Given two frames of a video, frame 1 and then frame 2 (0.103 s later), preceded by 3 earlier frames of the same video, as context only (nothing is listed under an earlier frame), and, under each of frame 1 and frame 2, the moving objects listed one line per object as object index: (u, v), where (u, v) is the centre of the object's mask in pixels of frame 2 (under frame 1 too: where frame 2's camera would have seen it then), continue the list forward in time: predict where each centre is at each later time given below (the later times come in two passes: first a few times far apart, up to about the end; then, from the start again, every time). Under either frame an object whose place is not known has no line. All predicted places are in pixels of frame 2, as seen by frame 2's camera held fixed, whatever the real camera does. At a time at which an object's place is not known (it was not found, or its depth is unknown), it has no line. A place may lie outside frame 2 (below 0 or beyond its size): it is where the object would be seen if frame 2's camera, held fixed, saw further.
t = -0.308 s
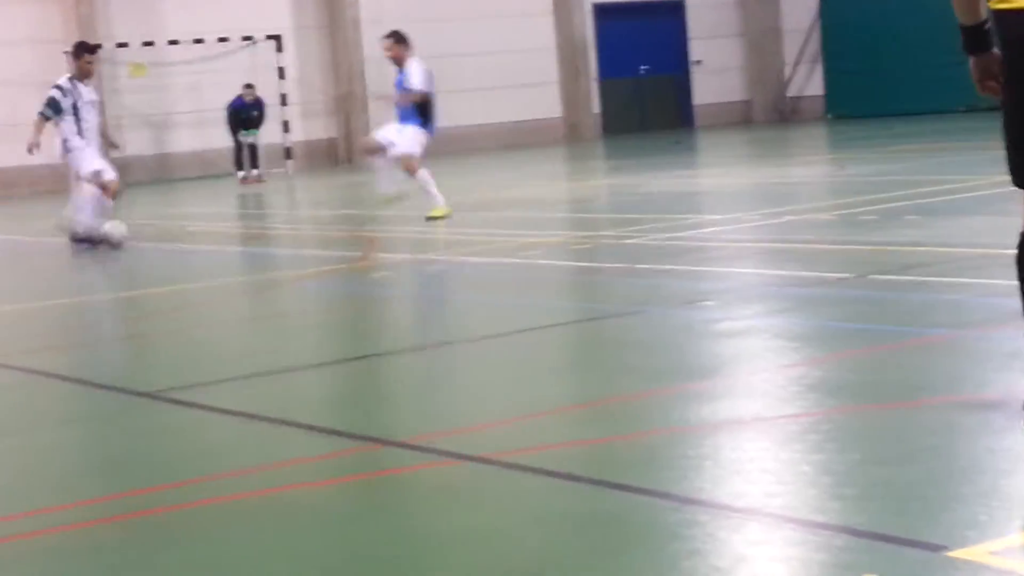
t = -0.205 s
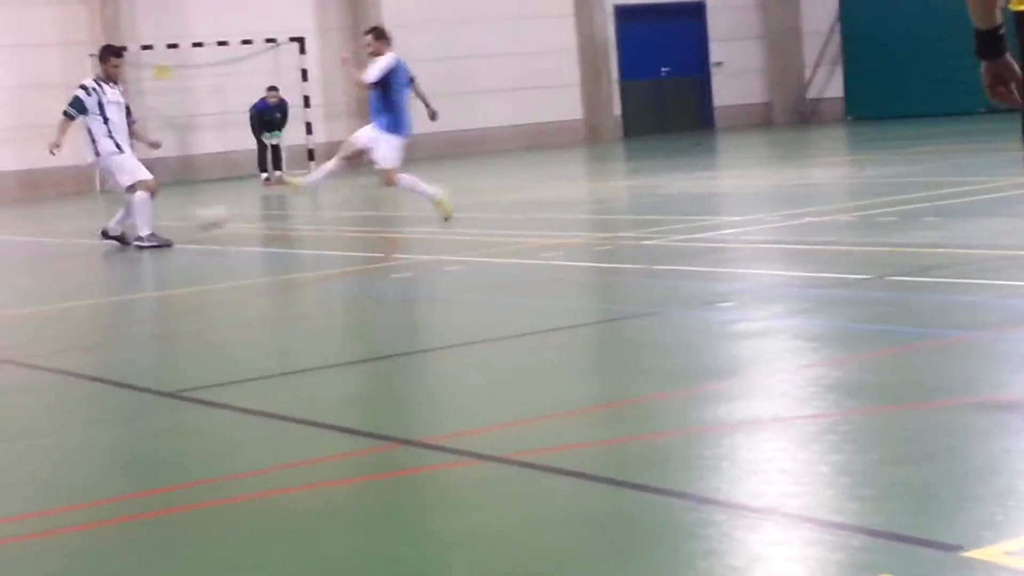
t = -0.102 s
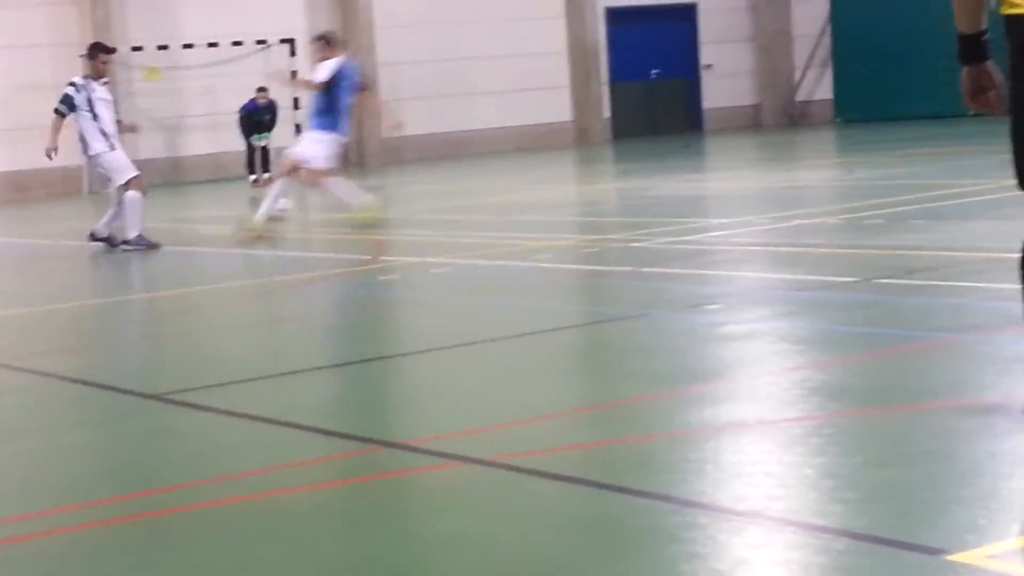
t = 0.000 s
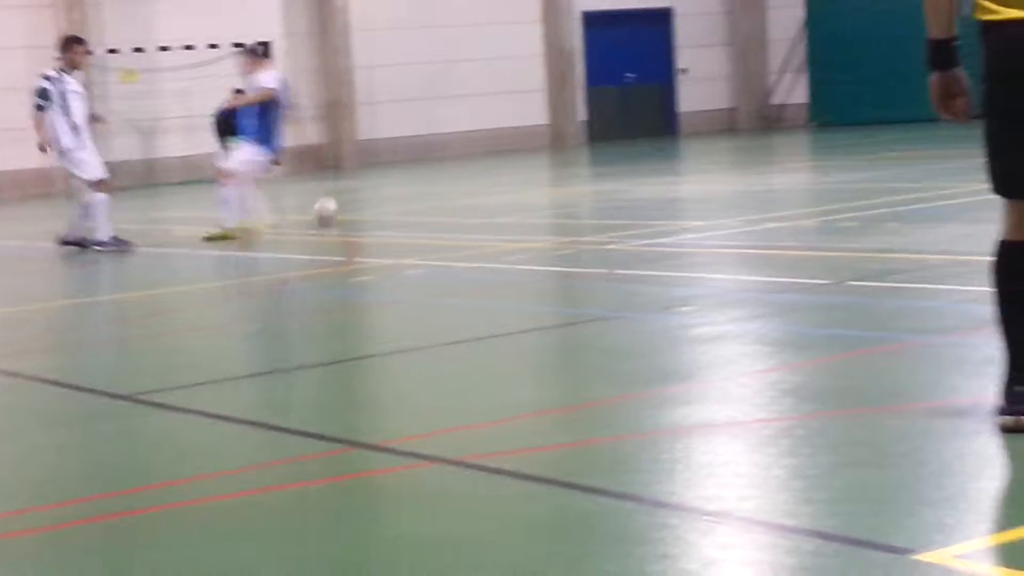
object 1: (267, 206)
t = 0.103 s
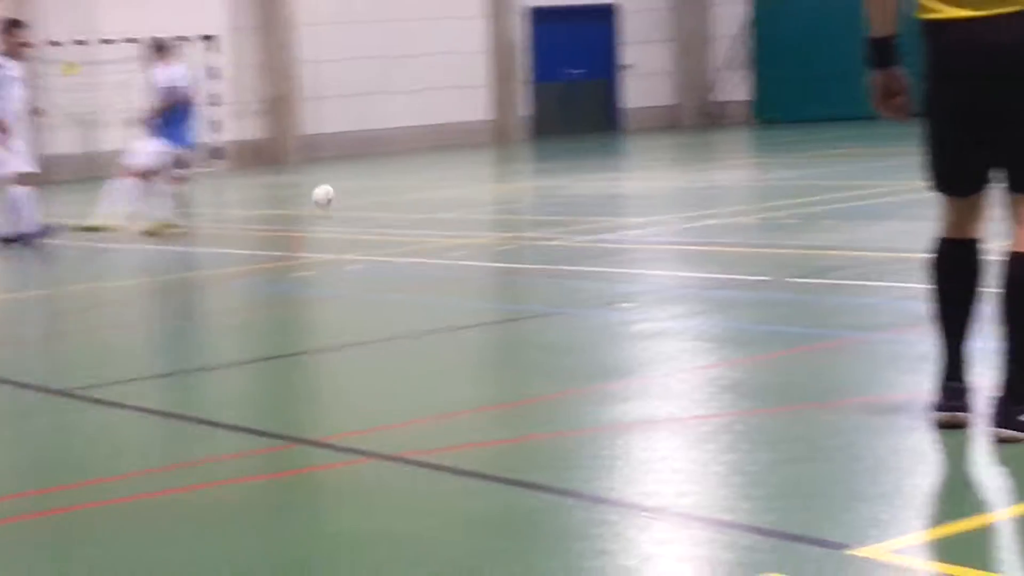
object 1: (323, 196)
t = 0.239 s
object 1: (393, 189)
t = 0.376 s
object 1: (452, 184)
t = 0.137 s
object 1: (342, 196)
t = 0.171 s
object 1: (360, 196)
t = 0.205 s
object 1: (377, 194)
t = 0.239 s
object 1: (393, 189)
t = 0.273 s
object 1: (408, 189)
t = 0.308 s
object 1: (423, 189)
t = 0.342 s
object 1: (438, 186)
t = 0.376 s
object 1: (452, 184)
